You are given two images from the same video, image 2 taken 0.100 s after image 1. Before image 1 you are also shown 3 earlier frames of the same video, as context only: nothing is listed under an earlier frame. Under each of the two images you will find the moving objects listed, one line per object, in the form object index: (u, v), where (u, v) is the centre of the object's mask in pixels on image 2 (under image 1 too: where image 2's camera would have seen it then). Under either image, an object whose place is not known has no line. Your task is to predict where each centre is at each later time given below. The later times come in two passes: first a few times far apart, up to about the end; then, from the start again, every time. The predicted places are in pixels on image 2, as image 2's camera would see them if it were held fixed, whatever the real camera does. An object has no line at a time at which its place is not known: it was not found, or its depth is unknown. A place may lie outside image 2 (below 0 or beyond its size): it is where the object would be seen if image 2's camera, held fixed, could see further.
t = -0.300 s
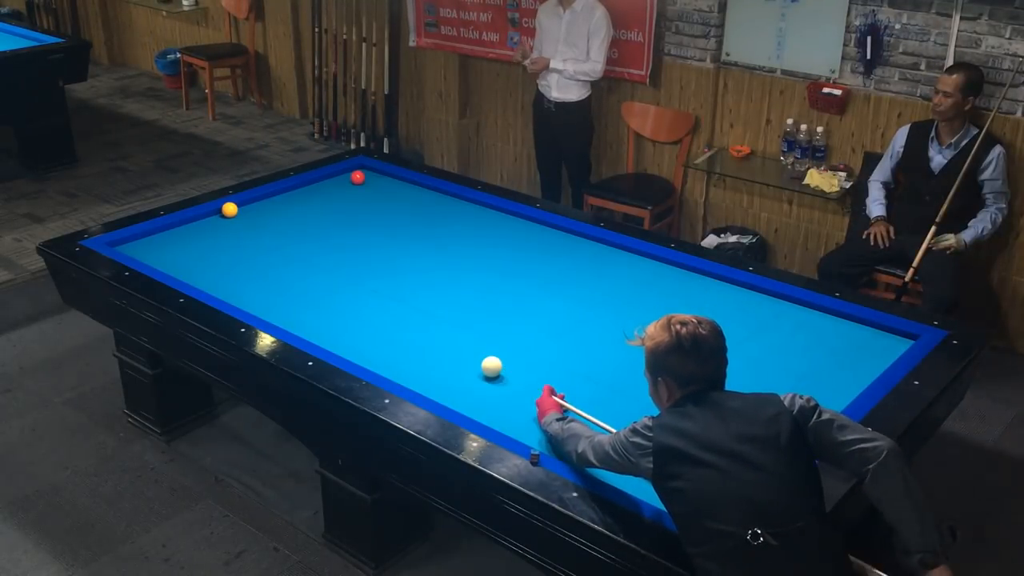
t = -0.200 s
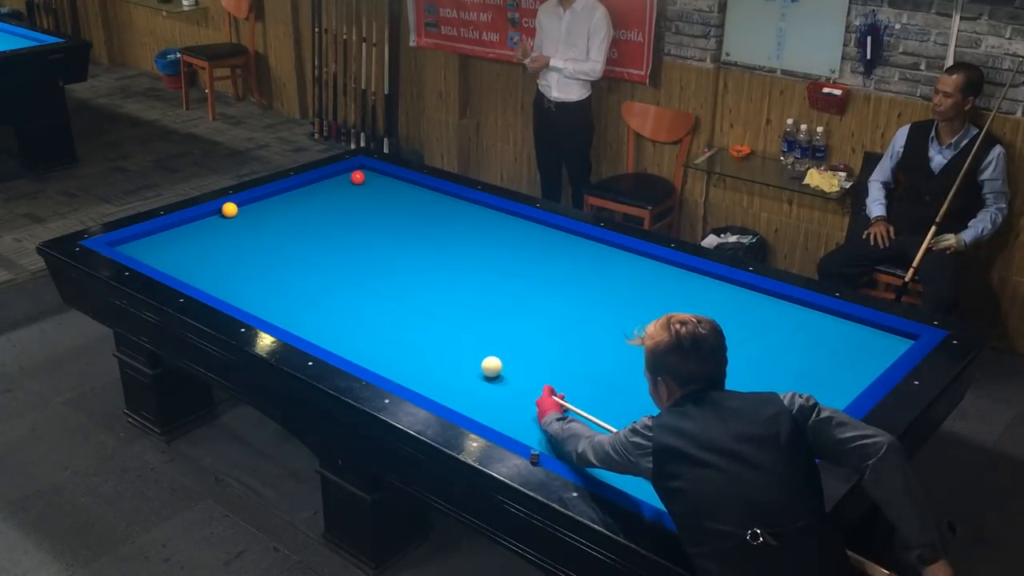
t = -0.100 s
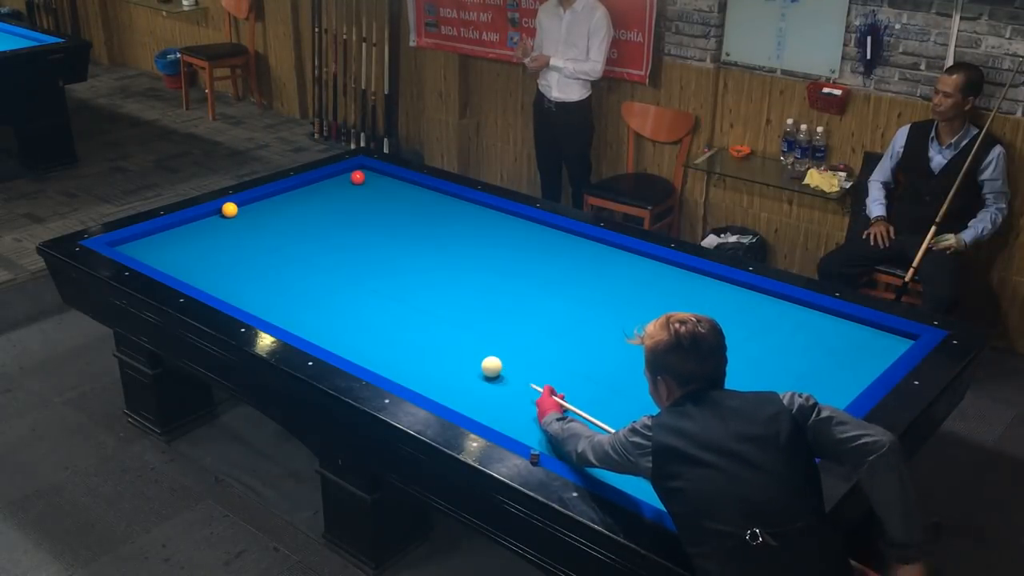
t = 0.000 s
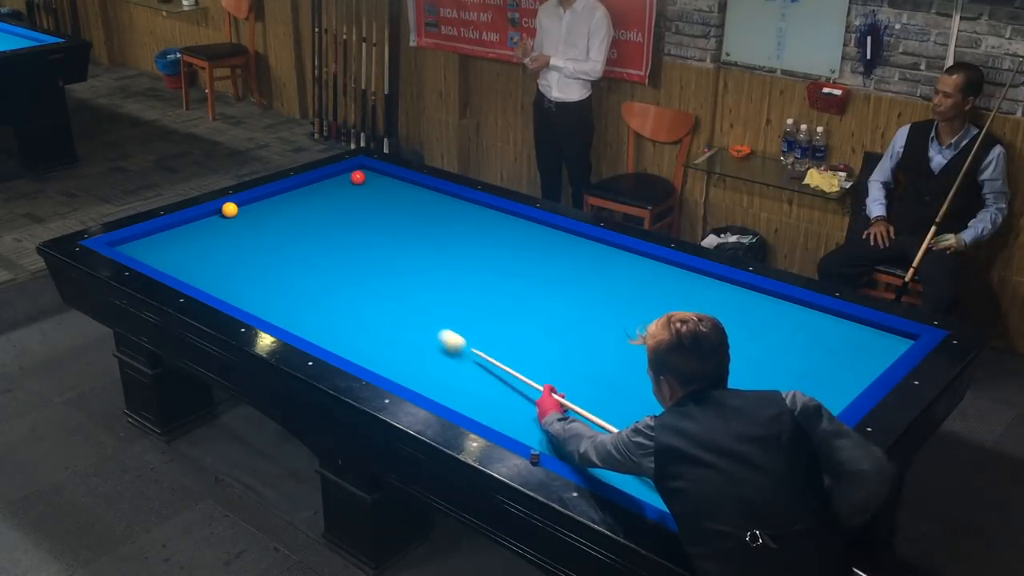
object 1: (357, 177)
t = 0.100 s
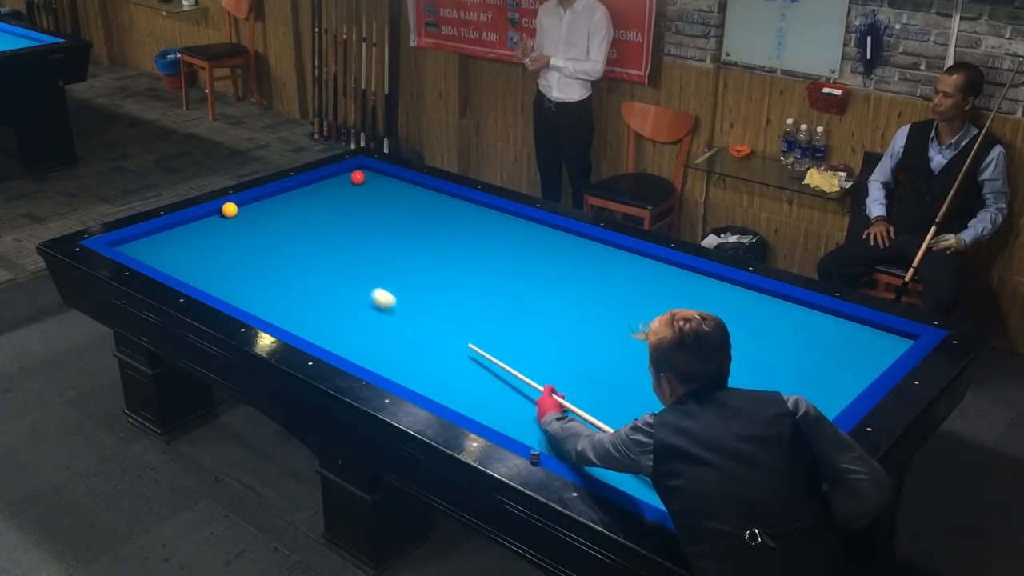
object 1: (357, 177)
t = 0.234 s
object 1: (357, 177)
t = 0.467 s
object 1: (357, 177)
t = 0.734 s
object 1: (356, 175)
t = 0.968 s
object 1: (357, 168)
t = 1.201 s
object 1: (367, 170)
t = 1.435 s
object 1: (370, 173)
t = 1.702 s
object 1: (373, 177)
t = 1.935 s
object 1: (376, 180)
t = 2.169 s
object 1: (378, 182)
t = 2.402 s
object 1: (381, 185)
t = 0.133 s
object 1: (357, 177)
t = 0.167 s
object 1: (357, 177)
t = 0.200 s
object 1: (357, 177)
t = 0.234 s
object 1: (357, 177)
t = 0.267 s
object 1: (357, 177)
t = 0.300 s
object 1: (357, 177)
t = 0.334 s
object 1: (357, 177)
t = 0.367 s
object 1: (357, 177)
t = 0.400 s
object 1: (357, 177)
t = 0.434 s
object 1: (357, 177)
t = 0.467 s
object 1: (357, 177)
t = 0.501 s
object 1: (357, 177)
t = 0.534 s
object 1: (357, 177)
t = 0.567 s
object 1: (357, 177)
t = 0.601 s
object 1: (357, 177)
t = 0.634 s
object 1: (357, 177)
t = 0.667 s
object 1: (357, 177)
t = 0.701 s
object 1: (359, 174)
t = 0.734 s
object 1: (356, 175)
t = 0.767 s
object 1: (357, 174)
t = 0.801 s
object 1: (356, 173)
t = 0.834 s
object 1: (356, 172)
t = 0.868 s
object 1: (356, 171)
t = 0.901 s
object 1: (355, 170)
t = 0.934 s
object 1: (355, 168)
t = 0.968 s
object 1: (357, 168)
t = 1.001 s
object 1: (359, 168)
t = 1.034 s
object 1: (361, 168)
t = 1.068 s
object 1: (363, 168)
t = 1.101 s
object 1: (365, 168)
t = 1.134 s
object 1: (366, 169)
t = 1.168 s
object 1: (367, 169)
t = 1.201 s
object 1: (367, 170)
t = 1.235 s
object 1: (367, 170)
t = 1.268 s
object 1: (368, 170)
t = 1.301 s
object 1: (368, 171)
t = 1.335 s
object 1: (369, 171)
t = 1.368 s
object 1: (369, 172)
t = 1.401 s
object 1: (370, 172)
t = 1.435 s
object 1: (370, 173)
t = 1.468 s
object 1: (370, 173)
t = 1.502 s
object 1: (371, 174)
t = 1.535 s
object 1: (371, 174)
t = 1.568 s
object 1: (372, 175)
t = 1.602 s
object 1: (372, 175)
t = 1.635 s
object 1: (372, 176)
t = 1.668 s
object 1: (373, 176)
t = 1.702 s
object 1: (373, 177)
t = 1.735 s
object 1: (374, 177)
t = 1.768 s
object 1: (374, 178)
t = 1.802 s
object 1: (374, 178)
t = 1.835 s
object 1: (375, 178)
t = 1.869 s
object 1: (375, 179)
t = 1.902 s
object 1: (375, 179)
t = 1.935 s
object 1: (376, 180)
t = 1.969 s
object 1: (376, 180)
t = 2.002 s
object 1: (376, 180)
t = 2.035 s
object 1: (377, 181)
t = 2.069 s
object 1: (377, 181)
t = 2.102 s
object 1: (378, 182)
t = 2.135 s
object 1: (378, 182)
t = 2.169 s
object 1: (378, 182)
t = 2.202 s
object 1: (379, 183)
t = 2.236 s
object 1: (379, 183)
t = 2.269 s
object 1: (379, 184)
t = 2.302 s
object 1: (380, 184)
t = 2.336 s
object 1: (380, 184)
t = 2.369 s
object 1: (380, 185)
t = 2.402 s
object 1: (381, 185)
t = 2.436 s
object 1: (381, 185)
